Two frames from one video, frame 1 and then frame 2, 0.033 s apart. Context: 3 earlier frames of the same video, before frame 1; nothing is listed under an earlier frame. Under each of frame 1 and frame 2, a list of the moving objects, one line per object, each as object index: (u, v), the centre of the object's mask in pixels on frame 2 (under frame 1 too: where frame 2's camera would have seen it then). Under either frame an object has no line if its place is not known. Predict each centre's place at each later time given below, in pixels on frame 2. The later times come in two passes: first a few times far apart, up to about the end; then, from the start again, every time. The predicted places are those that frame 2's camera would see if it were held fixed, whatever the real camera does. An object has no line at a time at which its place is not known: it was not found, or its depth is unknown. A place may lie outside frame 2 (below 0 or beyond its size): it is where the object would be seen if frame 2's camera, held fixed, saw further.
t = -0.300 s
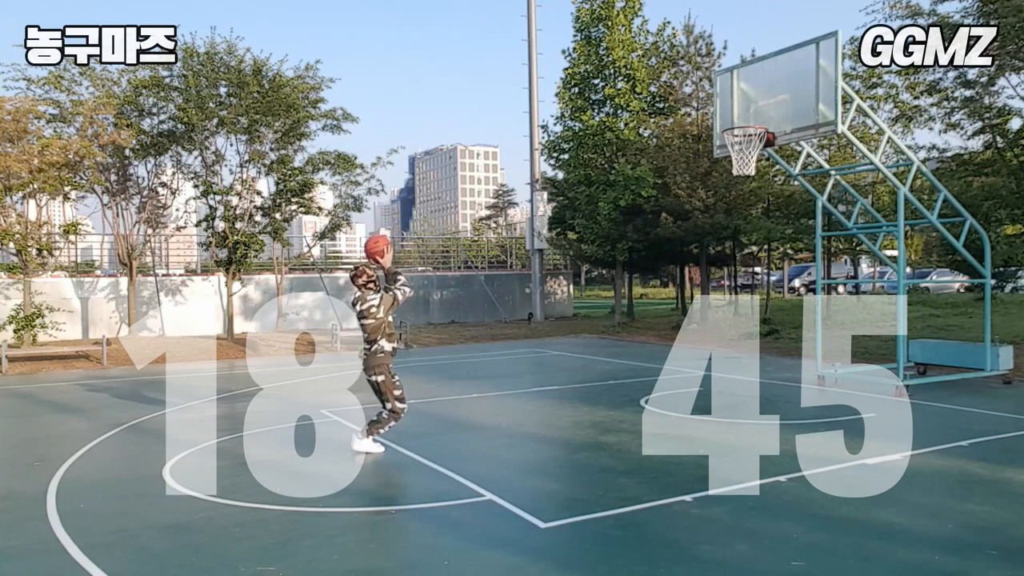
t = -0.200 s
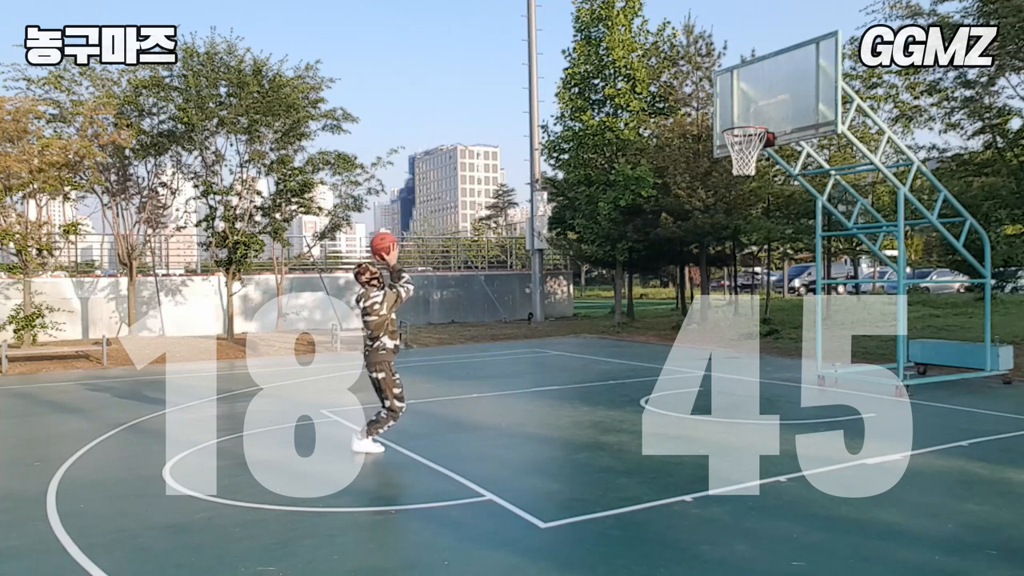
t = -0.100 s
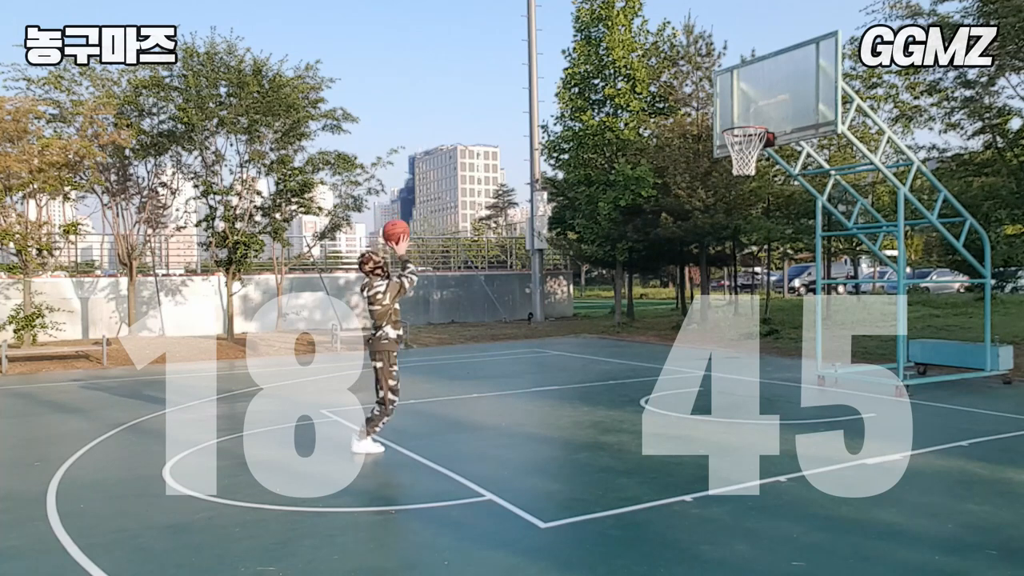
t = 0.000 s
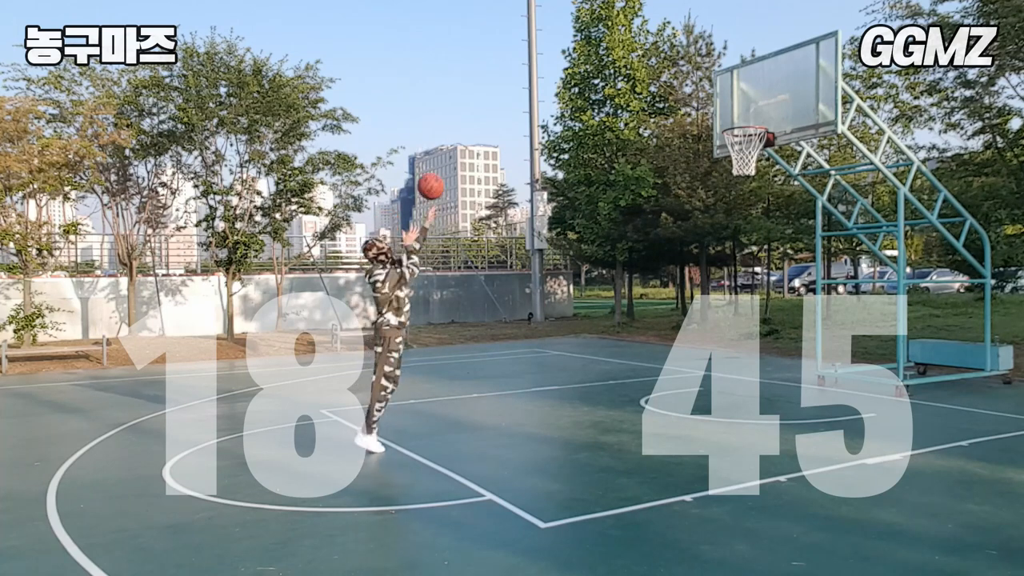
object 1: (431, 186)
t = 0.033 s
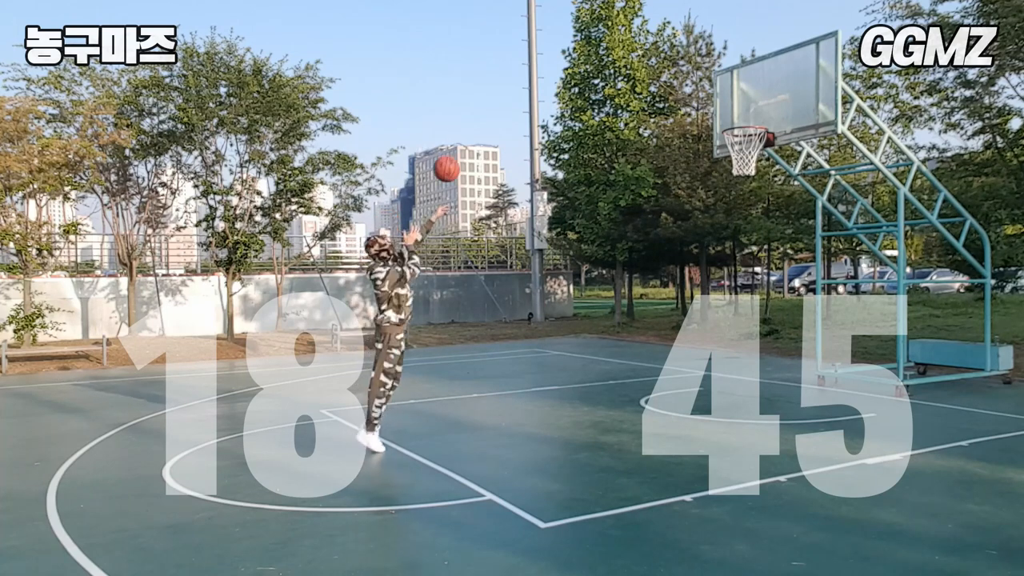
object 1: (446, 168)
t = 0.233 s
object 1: (534, 96)
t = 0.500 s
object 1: (638, 71)
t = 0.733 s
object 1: (714, 105)
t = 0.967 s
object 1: (761, 160)
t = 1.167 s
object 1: (770, 206)
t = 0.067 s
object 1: (461, 153)
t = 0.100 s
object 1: (476, 138)
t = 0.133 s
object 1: (491, 125)
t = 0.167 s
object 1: (506, 114)
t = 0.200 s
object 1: (520, 104)
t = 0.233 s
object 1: (534, 96)
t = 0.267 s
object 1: (548, 88)
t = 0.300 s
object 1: (562, 82)
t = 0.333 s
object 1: (575, 77)
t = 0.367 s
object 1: (588, 73)
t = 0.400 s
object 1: (601, 72)
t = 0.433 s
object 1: (613, 70)
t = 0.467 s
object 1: (626, 70)
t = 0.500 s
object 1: (638, 71)
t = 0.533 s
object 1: (649, 73)
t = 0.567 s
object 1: (660, 75)
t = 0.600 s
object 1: (672, 79)
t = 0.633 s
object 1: (683, 85)
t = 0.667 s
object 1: (693, 91)
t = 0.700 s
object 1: (703, 98)
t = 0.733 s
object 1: (714, 105)
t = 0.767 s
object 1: (724, 114)
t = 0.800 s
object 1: (734, 122)
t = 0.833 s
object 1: (746, 133)
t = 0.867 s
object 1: (751, 142)
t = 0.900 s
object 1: (757, 149)
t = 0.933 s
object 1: (761, 156)
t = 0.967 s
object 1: (761, 160)
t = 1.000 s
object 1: (761, 166)
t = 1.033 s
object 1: (763, 171)
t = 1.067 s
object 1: (764, 178)
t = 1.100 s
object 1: (766, 187)
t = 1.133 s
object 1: (768, 196)
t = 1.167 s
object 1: (770, 206)
